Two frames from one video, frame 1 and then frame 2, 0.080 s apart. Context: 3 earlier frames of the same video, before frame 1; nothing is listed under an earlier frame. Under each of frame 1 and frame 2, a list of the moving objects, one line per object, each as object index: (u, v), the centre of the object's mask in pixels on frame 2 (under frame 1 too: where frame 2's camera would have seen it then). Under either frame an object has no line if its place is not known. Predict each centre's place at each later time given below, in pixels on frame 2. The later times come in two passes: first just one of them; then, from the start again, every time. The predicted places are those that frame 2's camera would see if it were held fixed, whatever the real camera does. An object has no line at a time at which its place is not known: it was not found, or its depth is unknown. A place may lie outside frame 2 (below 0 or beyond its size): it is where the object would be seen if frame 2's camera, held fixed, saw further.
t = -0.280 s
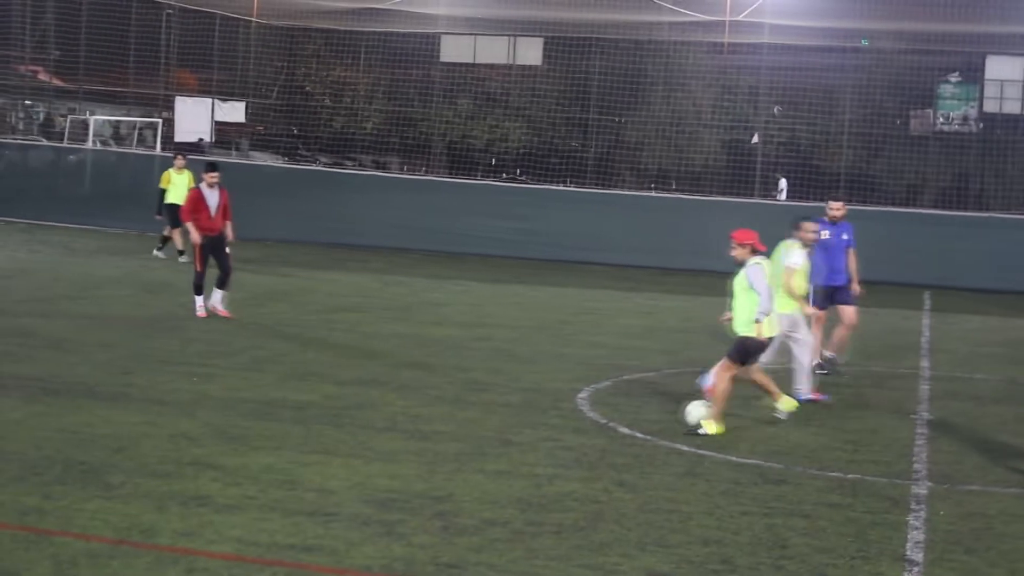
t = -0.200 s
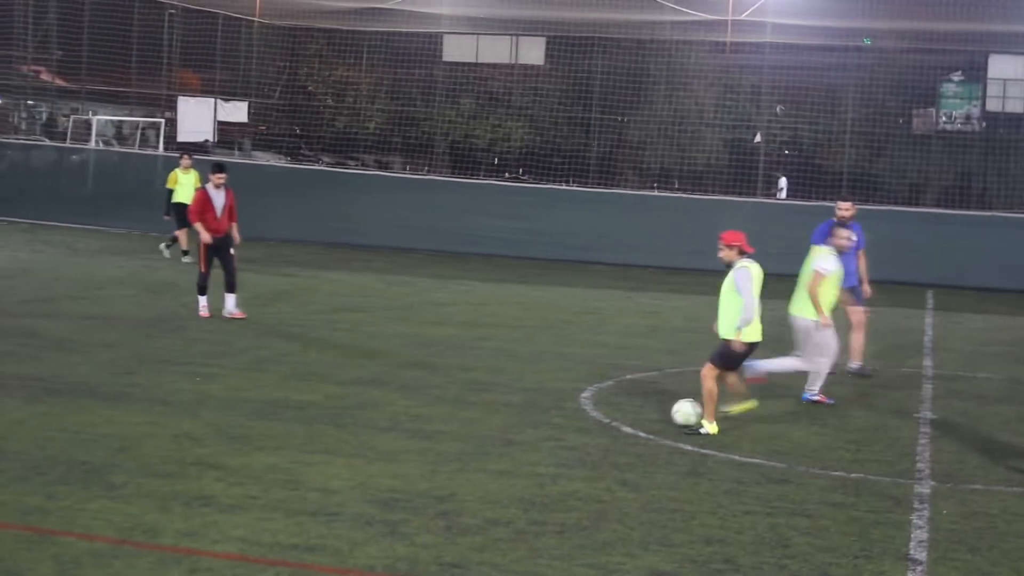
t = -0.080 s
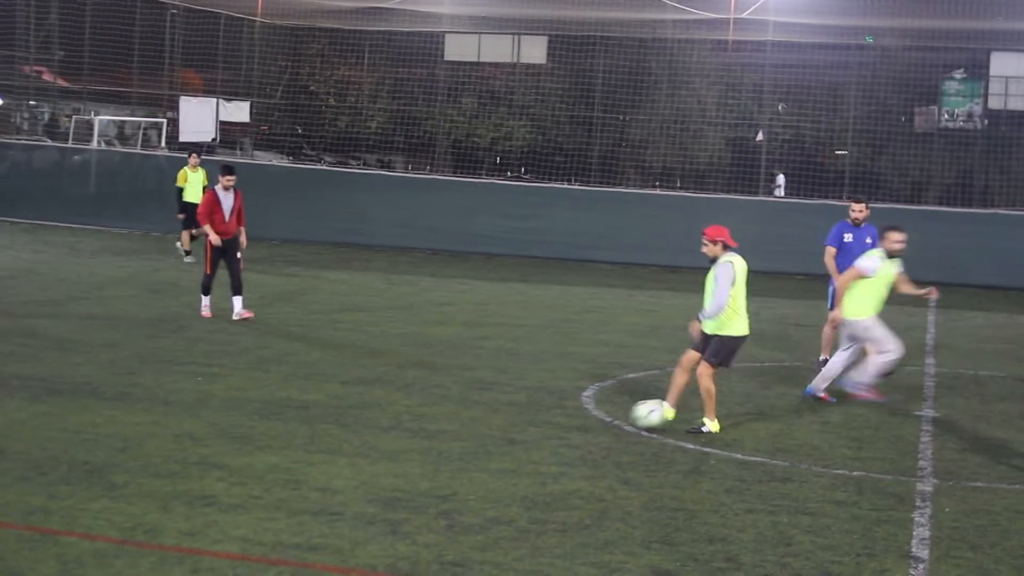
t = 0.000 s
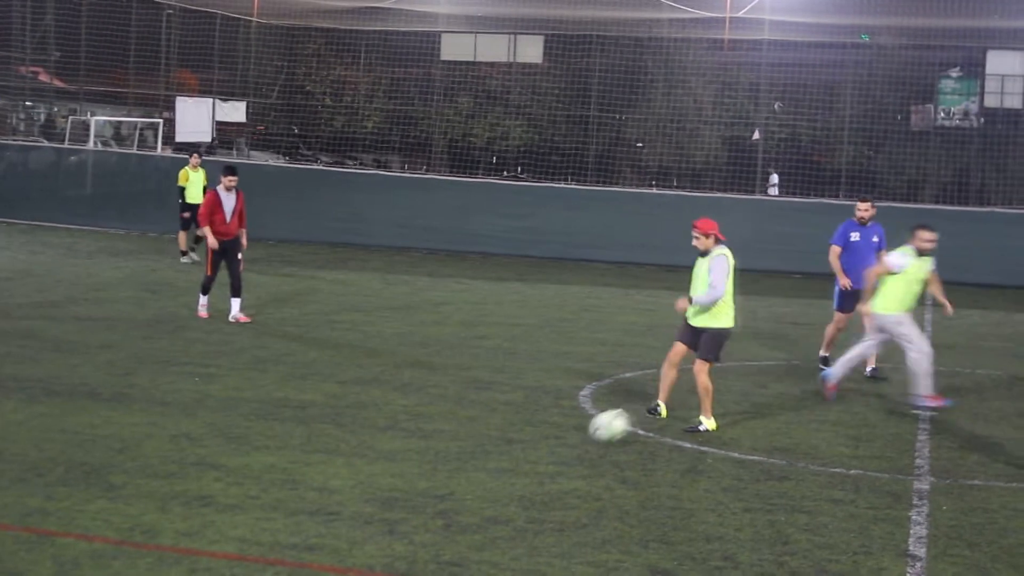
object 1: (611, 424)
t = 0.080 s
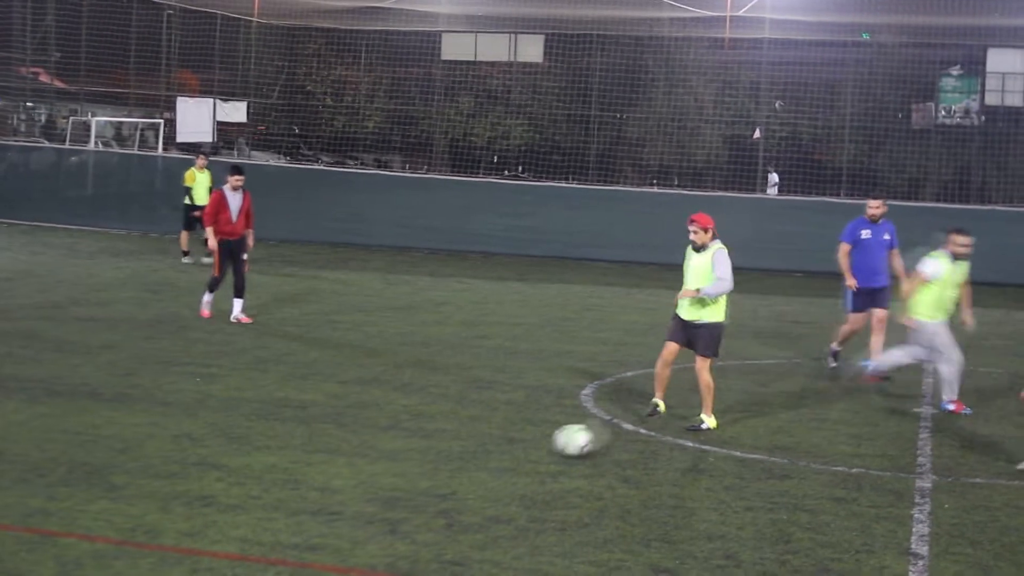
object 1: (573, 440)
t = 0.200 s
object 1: (515, 458)
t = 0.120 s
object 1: (556, 444)
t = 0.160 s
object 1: (536, 449)
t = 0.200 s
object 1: (515, 458)
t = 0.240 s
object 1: (501, 463)
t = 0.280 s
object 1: (481, 470)
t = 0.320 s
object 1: (461, 475)
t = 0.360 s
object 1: (443, 483)
